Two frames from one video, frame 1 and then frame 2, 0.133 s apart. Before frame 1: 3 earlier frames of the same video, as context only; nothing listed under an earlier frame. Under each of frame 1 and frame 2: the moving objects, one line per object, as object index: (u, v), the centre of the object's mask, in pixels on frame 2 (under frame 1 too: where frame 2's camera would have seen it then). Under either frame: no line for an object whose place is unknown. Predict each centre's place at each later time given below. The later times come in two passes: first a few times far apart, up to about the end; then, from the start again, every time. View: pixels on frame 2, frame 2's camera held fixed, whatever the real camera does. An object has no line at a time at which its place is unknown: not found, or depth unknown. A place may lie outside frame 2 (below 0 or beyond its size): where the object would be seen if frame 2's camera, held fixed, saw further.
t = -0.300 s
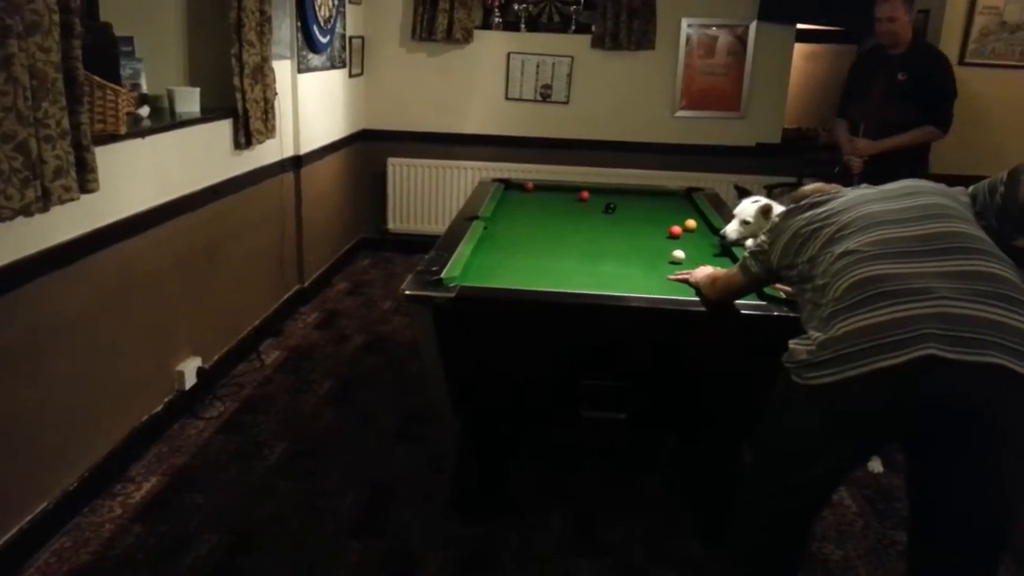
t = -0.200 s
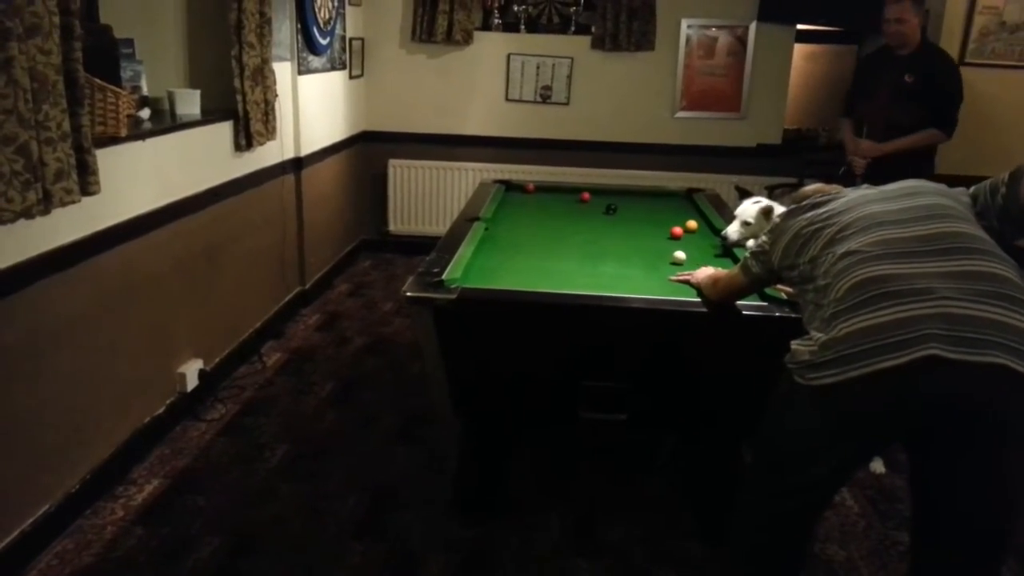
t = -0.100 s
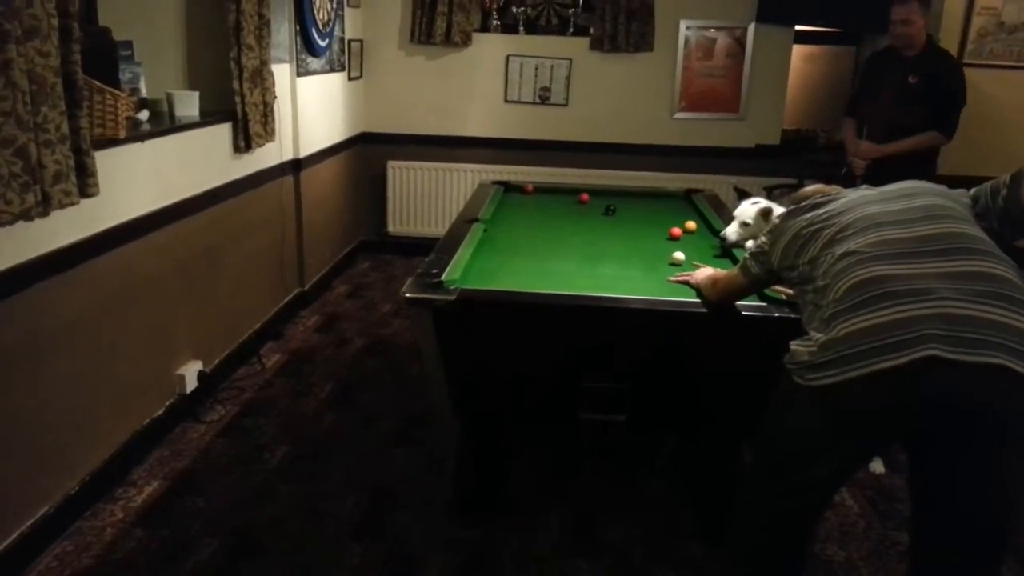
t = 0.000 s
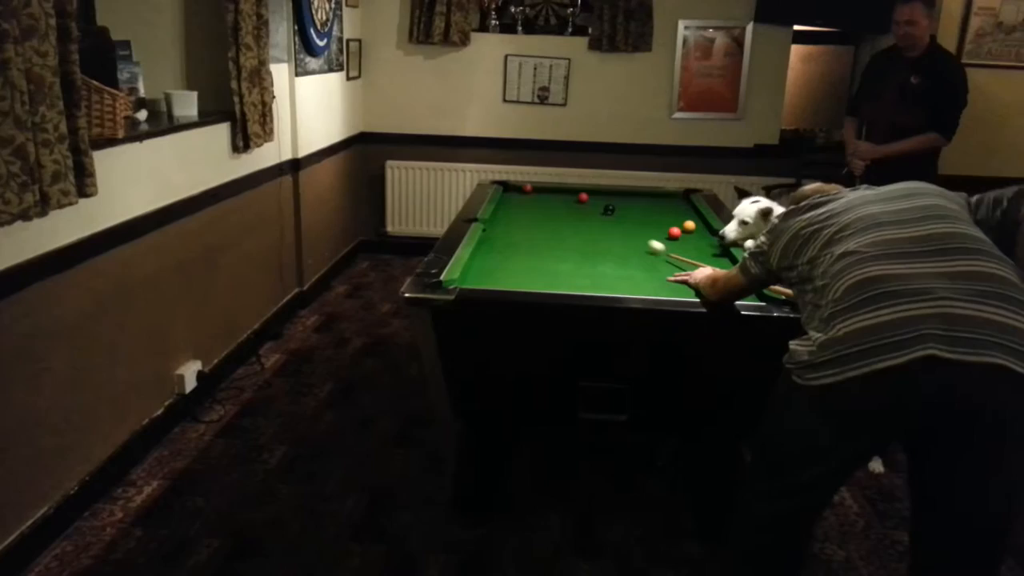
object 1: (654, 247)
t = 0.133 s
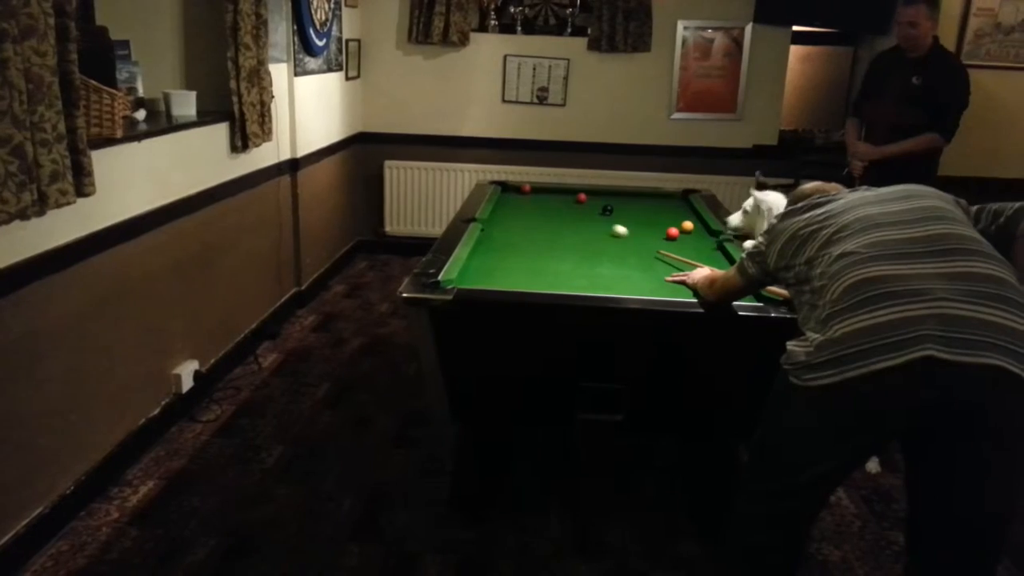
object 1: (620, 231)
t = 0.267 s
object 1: (594, 219)
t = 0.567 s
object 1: (549, 196)
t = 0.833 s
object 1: (543, 192)
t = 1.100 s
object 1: (548, 196)
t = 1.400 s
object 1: (552, 200)
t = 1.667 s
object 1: (556, 204)
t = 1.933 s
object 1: (560, 207)
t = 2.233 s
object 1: (563, 210)
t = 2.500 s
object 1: (564, 213)
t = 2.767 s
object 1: (566, 215)
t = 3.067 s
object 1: (566, 217)
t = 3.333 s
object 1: (567, 218)
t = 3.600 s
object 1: (567, 218)
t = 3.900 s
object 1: (567, 218)
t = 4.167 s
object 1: (566, 218)
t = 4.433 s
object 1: (567, 218)
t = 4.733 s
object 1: (567, 218)
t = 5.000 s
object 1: (567, 218)
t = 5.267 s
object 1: (567, 218)
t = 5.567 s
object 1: (567, 218)
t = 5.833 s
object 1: (567, 218)
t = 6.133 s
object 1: (567, 218)
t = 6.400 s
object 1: (567, 218)
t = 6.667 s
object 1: (567, 218)
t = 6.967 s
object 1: (567, 218)
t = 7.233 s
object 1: (567, 218)
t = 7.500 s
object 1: (567, 218)
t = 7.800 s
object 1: (567, 218)
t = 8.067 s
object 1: (566, 218)
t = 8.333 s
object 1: (566, 218)
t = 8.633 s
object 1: (566, 218)
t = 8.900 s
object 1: (567, 218)
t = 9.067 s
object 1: (567, 218)
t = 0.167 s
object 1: (613, 227)
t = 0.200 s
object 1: (606, 224)
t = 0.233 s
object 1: (600, 222)
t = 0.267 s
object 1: (594, 219)
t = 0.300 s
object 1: (589, 216)
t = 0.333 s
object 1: (583, 213)
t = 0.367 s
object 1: (578, 210)
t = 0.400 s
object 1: (573, 208)
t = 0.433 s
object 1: (568, 205)
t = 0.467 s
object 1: (563, 203)
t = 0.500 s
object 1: (558, 201)
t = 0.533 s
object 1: (554, 199)
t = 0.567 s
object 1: (549, 196)
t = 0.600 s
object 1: (545, 194)
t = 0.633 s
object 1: (541, 192)
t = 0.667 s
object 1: (537, 190)
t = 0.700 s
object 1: (536, 189)
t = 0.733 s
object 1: (539, 189)
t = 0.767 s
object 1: (540, 190)
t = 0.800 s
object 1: (542, 191)
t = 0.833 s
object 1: (543, 192)
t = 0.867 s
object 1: (543, 192)
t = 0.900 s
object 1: (544, 193)
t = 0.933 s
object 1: (544, 193)
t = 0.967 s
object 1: (545, 194)
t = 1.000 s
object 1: (546, 194)
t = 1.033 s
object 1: (546, 195)
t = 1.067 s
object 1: (547, 195)
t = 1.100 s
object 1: (548, 196)
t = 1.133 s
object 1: (548, 196)
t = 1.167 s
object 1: (549, 197)
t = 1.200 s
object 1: (549, 197)
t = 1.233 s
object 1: (550, 198)
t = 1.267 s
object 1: (551, 198)
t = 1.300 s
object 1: (551, 199)
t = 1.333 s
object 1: (551, 199)
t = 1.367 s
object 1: (552, 200)
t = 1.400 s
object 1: (552, 200)
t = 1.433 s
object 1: (553, 201)
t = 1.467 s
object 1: (553, 201)
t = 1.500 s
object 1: (554, 201)
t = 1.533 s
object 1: (554, 202)
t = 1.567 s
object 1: (555, 202)
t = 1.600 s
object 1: (555, 203)
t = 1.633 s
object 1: (556, 203)
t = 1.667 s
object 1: (556, 204)
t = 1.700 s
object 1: (557, 204)
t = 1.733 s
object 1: (557, 205)
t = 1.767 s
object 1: (558, 205)
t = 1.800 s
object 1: (558, 206)
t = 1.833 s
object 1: (559, 206)
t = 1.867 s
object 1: (559, 206)
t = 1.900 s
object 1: (559, 207)
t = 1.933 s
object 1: (560, 207)
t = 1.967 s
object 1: (560, 208)
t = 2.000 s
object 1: (560, 208)
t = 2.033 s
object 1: (561, 208)
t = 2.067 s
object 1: (561, 209)
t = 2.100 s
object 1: (561, 209)
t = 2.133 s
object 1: (562, 209)
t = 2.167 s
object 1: (562, 210)
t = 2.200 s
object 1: (562, 210)
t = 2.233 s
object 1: (563, 210)
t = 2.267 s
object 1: (563, 211)
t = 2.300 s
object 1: (563, 211)
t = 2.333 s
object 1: (563, 212)
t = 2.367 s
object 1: (564, 212)
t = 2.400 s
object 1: (564, 212)
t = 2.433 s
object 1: (564, 213)
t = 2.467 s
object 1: (564, 213)
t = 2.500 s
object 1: (564, 213)
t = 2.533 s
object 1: (565, 213)
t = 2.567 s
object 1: (565, 214)
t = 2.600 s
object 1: (565, 214)
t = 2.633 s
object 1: (565, 214)
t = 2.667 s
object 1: (565, 214)
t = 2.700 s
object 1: (566, 215)
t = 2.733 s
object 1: (566, 215)
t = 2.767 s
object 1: (566, 215)
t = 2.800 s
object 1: (566, 215)
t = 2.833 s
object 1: (566, 215)
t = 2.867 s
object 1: (566, 216)
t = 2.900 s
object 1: (566, 216)
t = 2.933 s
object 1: (566, 216)
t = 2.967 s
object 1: (566, 216)
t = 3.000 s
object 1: (566, 217)
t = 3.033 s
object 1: (566, 217)
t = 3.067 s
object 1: (566, 217)
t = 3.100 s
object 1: (566, 217)
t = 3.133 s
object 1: (566, 217)
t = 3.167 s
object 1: (566, 217)
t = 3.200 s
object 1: (566, 217)
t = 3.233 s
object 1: (566, 217)
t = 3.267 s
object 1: (567, 218)
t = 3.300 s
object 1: (567, 218)
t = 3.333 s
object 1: (567, 218)
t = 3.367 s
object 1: (567, 218)
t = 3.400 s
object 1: (567, 218)
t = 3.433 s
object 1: (567, 218)
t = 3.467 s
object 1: (567, 218)
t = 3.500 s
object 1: (567, 218)
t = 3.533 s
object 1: (567, 218)
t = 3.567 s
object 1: (567, 218)
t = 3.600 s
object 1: (567, 218)
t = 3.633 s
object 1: (567, 218)
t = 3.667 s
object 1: (567, 218)
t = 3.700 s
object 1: (567, 218)
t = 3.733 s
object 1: (567, 218)
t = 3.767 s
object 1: (567, 218)
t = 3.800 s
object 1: (567, 218)
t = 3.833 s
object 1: (567, 218)
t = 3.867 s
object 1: (567, 218)
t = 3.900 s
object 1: (567, 218)
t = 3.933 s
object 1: (566, 218)
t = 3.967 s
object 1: (567, 218)
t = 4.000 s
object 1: (567, 218)
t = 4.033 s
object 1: (566, 218)
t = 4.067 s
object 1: (567, 218)
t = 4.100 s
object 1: (567, 218)
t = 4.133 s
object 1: (567, 218)
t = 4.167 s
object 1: (566, 218)
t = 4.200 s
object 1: (567, 218)
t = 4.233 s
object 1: (567, 218)
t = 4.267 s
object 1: (567, 218)
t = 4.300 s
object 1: (567, 218)
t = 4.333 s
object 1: (566, 218)
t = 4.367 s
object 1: (567, 218)
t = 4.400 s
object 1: (567, 218)
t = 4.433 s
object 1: (567, 218)
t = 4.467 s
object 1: (567, 218)
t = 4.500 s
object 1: (567, 218)
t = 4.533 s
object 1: (567, 218)
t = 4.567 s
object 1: (566, 218)
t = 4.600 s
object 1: (567, 218)
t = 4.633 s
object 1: (567, 218)
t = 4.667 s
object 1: (567, 218)
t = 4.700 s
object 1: (566, 218)
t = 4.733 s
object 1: (567, 218)
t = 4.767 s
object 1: (567, 218)
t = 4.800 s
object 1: (566, 218)
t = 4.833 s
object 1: (566, 218)
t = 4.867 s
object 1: (567, 218)
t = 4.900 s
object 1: (567, 218)
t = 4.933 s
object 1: (567, 218)
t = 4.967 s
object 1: (567, 218)
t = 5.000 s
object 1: (567, 218)
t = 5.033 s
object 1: (566, 218)
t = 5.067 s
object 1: (567, 218)
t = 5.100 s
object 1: (567, 218)
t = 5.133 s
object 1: (567, 218)
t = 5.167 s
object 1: (567, 218)
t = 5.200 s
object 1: (567, 218)
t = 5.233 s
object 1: (567, 218)
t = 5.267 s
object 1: (567, 218)
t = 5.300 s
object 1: (567, 218)
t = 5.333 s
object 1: (566, 218)
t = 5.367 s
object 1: (567, 218)
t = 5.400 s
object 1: (567, 218)
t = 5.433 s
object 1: (566, 218)
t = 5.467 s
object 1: (567, 218)
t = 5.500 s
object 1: (567, 218)
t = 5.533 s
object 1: (566, 218)
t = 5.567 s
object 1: (567, 218)
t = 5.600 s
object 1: (567, 218)
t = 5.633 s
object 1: (567, 218)
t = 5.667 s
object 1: (567, 218)
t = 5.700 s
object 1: (567, 218)
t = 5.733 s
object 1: (567, 218)
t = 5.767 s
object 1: (566, 218)
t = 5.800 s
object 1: (567, 218)
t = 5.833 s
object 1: (567, 218)
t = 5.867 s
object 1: (567, 218)
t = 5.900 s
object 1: (567, 218)
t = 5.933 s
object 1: (567, 218)
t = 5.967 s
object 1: (567, 218)
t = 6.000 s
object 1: (567, 218)
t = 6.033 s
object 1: (567, 218)
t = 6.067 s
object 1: (567, 218)
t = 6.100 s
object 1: (567, 218)
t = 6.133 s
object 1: (567, 218)
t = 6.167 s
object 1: (567, 218)
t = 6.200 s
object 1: (567, 218)
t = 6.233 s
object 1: (567, 218)
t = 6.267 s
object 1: (567, 218)
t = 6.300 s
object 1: (567, 218)
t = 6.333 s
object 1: (567, 218)
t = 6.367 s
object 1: (567, 218)
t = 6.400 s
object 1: (567, 218)
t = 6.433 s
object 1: (567, 218)
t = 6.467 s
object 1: (567, 218)
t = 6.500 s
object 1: (567, 218)
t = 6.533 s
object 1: (567, 218)
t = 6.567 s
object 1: (567, 218)
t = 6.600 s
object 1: (567, 218)
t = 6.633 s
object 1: (567, 218)
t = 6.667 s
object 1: (567, 218)
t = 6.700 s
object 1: (567, 218)
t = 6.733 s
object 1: (567, 218)
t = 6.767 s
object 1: (567, 218)
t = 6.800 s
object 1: (567, 218)
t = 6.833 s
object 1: (567, 218)
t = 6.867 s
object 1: (567, 218)
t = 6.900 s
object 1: (567, 218)
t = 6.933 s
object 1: (567, 218)
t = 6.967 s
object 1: (567, 218)
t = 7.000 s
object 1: (567, 218)
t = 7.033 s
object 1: (567, 218)
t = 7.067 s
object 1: (567, 218)
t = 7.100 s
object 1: (567, 218)
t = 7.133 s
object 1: (567, 218)
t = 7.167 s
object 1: (567, 218)
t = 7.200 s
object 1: (567, 218)
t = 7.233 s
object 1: (567, 218)
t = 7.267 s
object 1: (567, 218)
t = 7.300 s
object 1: (567, 218)
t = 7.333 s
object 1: (567, 218)
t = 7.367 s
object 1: (567, 218)
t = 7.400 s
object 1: (567, 218)
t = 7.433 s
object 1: (567, 218)
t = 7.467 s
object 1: (567, 218)
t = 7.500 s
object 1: (567, 218)
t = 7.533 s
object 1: (567, 218)
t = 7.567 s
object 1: (567, 218)
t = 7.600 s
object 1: (567, 218)
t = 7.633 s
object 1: (567, 218)
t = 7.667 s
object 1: (567, 218)
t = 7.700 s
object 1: (567, 218)
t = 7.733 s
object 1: (567, 218)
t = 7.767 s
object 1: (567, 218)
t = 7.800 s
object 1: (567, 218)
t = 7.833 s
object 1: (567, 218)
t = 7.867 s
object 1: (567, 218)
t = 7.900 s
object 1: (566, 218)
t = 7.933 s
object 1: (566, 218)
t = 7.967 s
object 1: (566, 218)
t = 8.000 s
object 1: (566, 218)
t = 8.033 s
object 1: (566, 218)
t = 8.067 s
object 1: (566, 218)
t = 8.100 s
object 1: (567, 218)
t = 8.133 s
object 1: (566, 218)
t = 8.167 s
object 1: (566, 218)
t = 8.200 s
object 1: (566, 218)
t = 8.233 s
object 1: (566, 218)
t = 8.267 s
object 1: (566, 218)
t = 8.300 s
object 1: (566, 218)
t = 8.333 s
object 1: (566, 218)
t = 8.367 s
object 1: (566, 218)
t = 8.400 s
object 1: (566, 218)
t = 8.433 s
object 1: (566, 218)
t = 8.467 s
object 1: (566, 218)
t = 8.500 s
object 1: (566, 218)
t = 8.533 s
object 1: (566, 218)
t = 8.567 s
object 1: (566, 218)
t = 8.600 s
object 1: (566, 218)
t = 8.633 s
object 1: (566, 218)
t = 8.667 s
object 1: (566, 218)
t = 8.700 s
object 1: (566, 218)
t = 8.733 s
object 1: (566, 218)
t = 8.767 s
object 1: (567, 218)
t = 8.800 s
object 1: (566, 218)
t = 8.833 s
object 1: (567, 218)
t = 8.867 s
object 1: (567, 218)
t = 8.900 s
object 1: (567, 218)
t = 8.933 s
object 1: (567, 218)
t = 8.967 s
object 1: (566, 218)
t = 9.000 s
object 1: (566, 218)
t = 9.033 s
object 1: (567, 218)
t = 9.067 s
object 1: (567, 218)
